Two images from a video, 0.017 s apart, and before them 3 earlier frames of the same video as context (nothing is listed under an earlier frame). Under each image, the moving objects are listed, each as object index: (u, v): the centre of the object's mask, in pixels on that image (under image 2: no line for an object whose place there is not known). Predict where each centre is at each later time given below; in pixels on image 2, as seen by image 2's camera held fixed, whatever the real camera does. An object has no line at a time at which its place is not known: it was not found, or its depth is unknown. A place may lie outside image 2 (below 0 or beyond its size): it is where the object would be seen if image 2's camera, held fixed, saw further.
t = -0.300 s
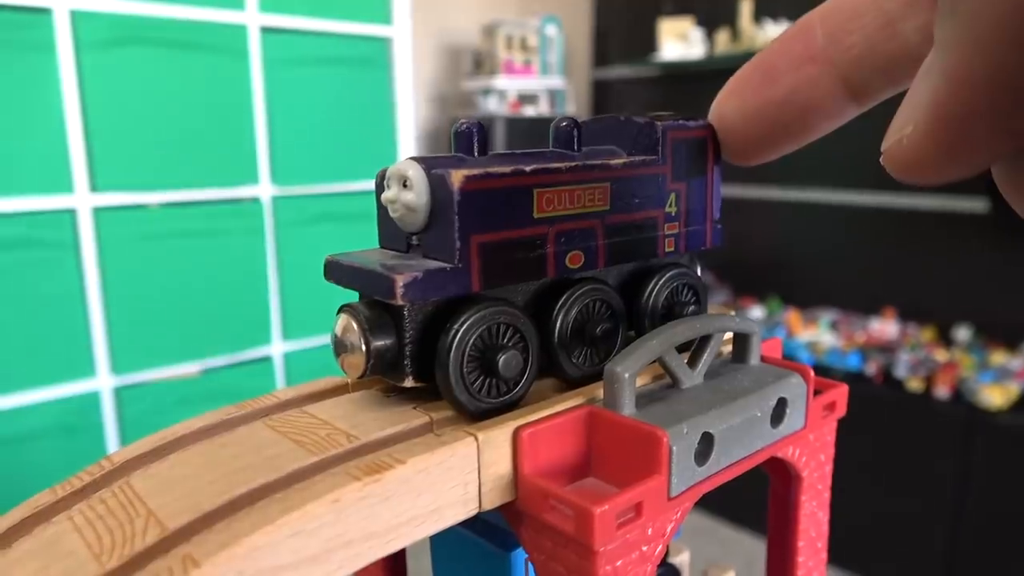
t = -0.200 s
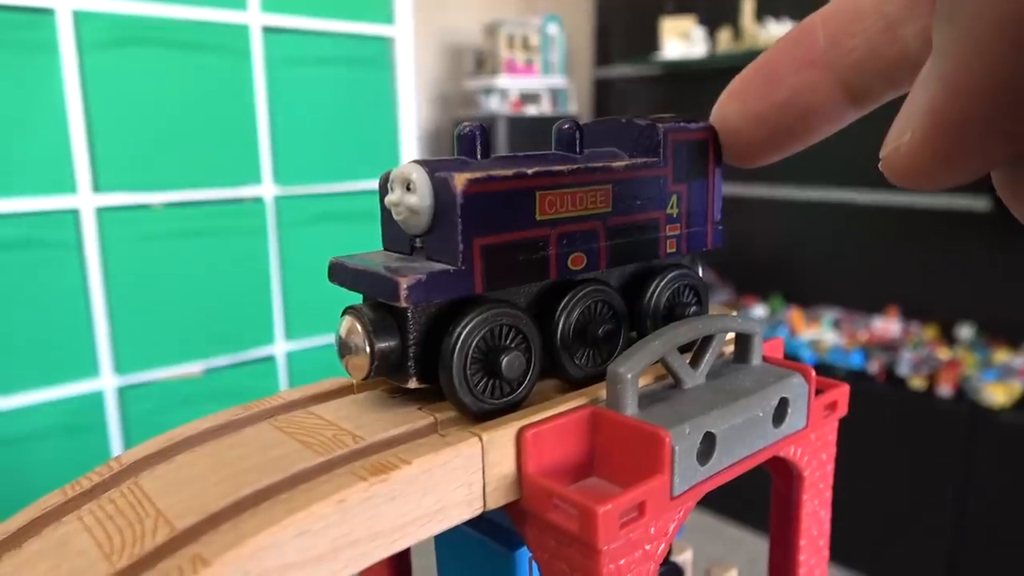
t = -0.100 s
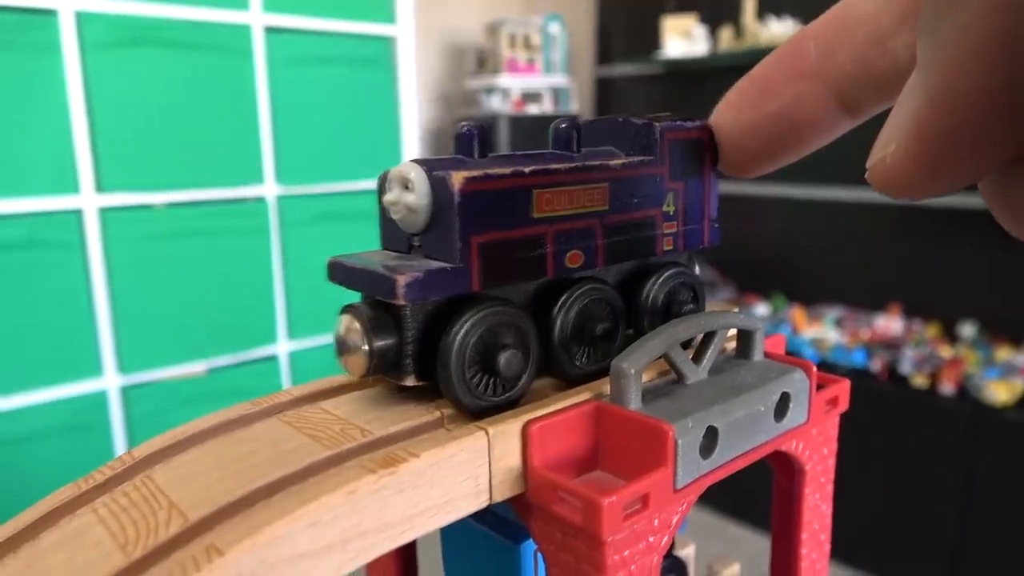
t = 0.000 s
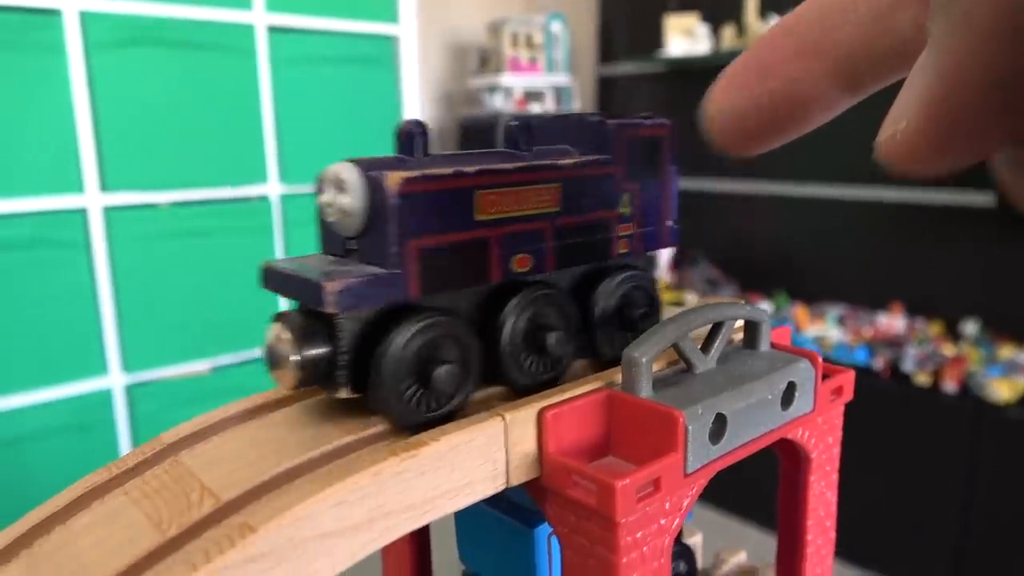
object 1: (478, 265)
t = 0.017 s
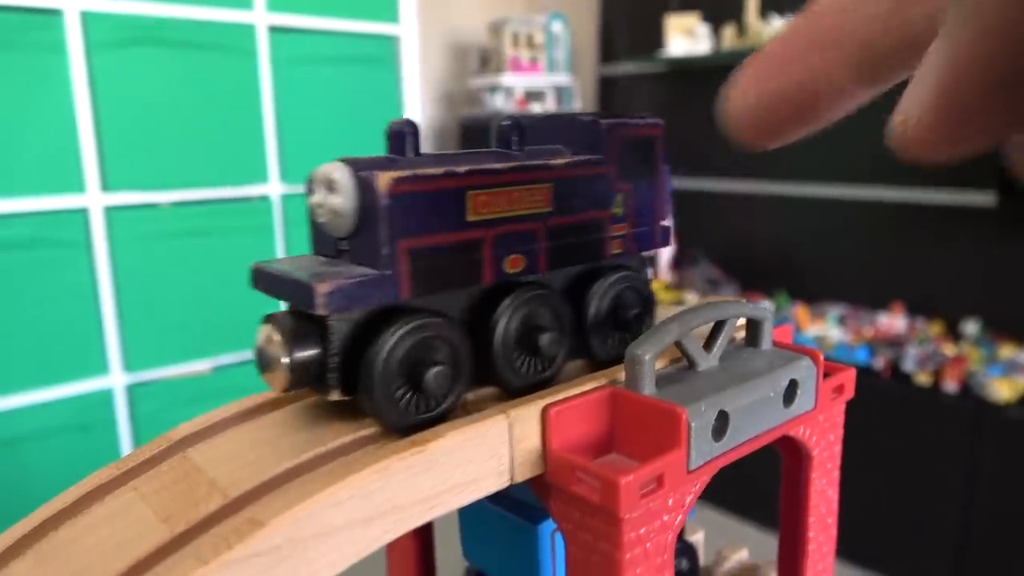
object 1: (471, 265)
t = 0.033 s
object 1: (462, 266)
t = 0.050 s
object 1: (454, 268)
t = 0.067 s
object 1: (447, 268)
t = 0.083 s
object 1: (443, 269)
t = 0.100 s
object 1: (441, 269)
